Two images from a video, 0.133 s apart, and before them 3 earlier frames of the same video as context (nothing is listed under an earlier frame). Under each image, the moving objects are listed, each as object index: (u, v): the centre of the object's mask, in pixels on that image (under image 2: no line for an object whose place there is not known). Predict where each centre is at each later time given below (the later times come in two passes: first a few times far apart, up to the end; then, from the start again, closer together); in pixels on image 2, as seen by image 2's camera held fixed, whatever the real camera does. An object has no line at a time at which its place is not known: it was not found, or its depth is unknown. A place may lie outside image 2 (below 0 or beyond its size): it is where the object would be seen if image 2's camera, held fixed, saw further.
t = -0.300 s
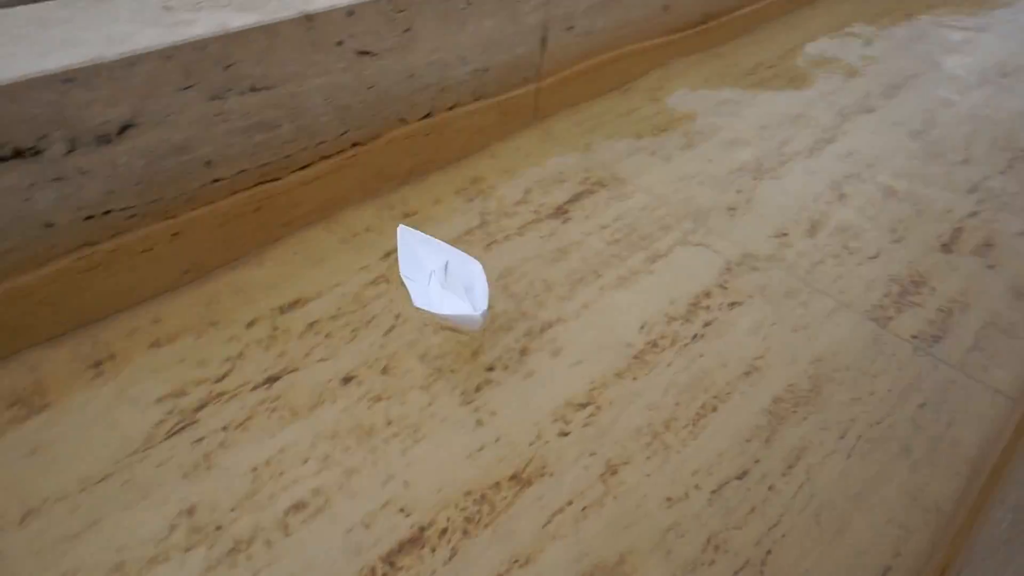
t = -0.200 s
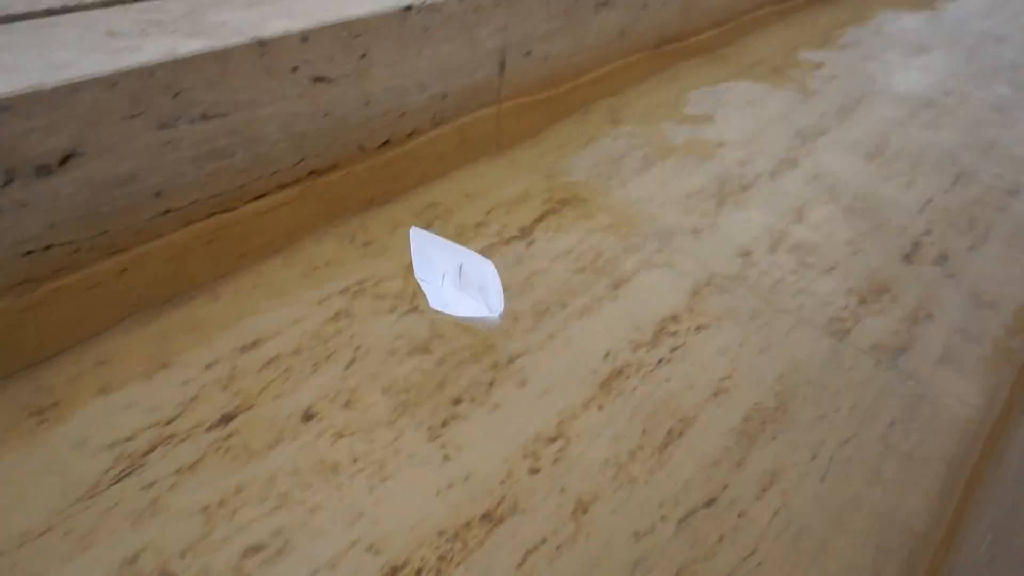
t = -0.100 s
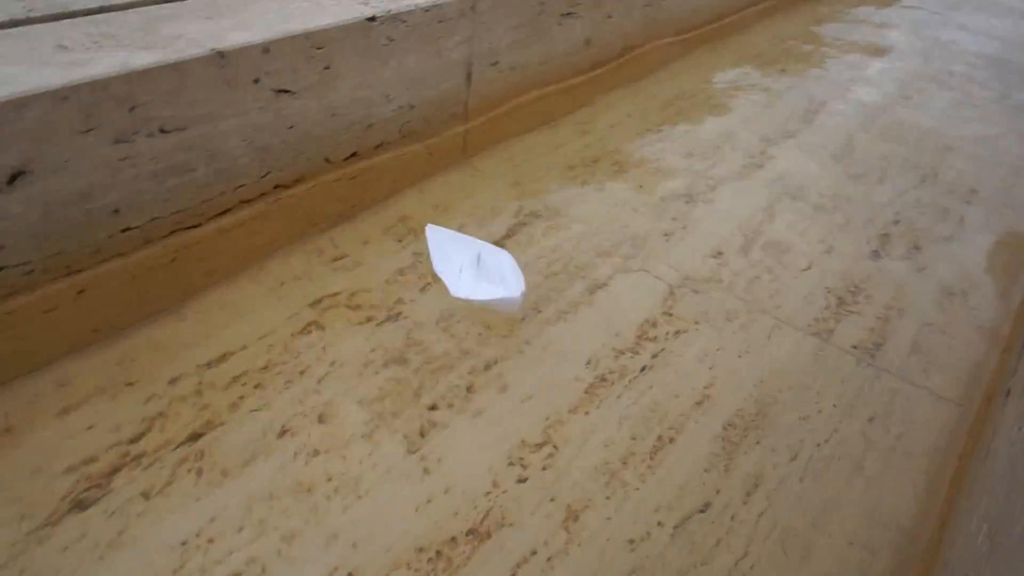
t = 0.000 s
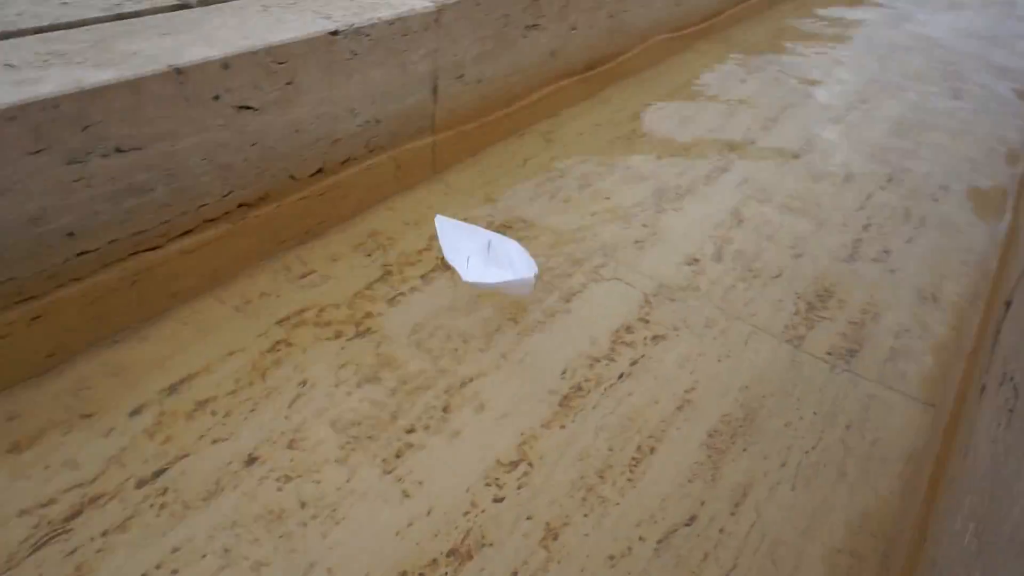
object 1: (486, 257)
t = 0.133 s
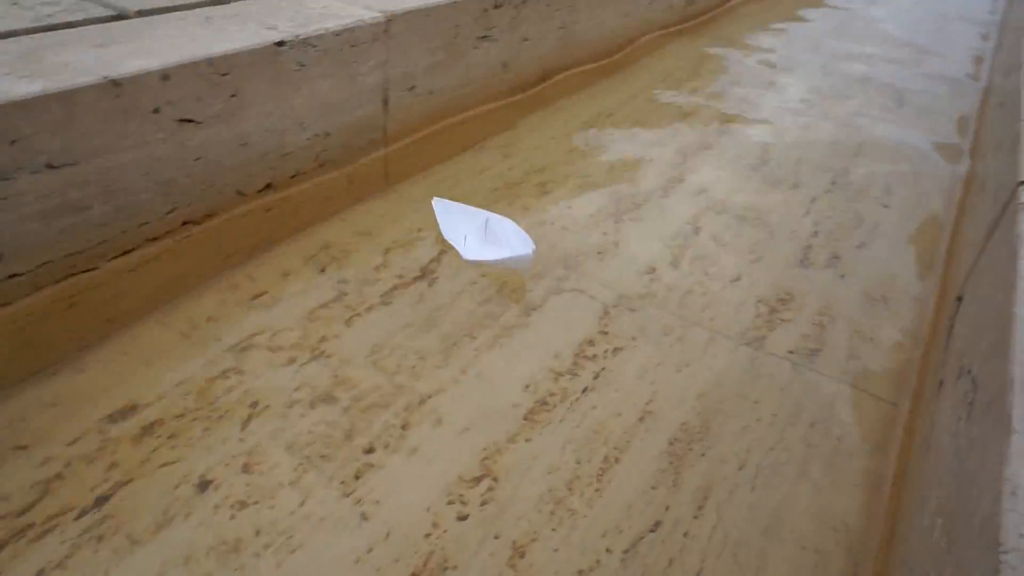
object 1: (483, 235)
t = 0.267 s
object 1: (517, 210)
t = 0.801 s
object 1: (634, 136)
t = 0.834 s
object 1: (641, 131)
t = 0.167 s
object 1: (492, 227)
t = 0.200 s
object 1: (501, 220)
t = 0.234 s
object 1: (510, 216)
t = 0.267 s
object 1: (517, 210)
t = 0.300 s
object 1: (526, 205)
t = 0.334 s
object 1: (534, 200)
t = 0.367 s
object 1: (543, 194)
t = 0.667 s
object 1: (613, 151)
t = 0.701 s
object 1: (618, 148)
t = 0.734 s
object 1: (623, 144)
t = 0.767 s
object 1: (628, 140)
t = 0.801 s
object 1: (634, 136)
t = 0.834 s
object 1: (641, 131)
